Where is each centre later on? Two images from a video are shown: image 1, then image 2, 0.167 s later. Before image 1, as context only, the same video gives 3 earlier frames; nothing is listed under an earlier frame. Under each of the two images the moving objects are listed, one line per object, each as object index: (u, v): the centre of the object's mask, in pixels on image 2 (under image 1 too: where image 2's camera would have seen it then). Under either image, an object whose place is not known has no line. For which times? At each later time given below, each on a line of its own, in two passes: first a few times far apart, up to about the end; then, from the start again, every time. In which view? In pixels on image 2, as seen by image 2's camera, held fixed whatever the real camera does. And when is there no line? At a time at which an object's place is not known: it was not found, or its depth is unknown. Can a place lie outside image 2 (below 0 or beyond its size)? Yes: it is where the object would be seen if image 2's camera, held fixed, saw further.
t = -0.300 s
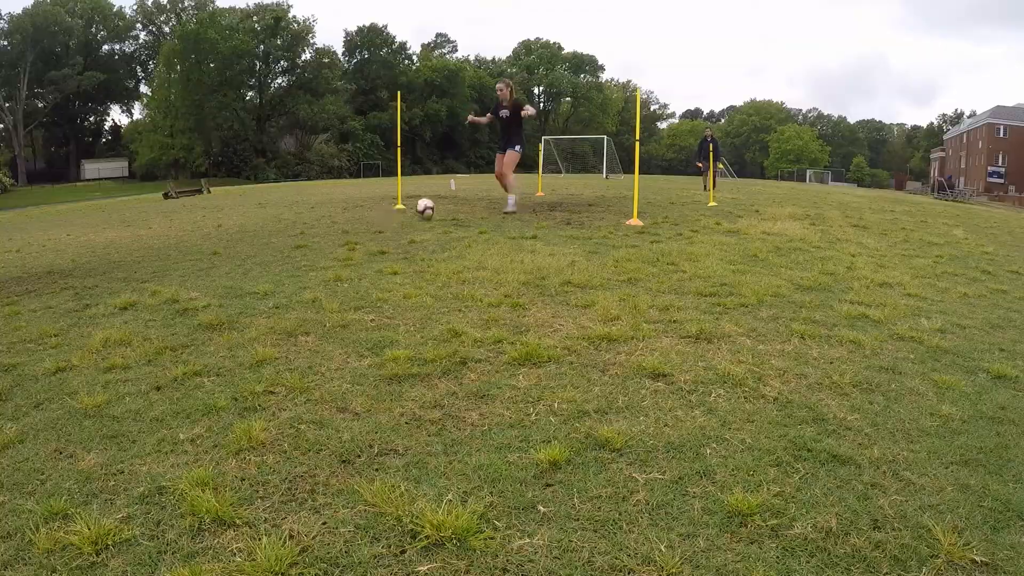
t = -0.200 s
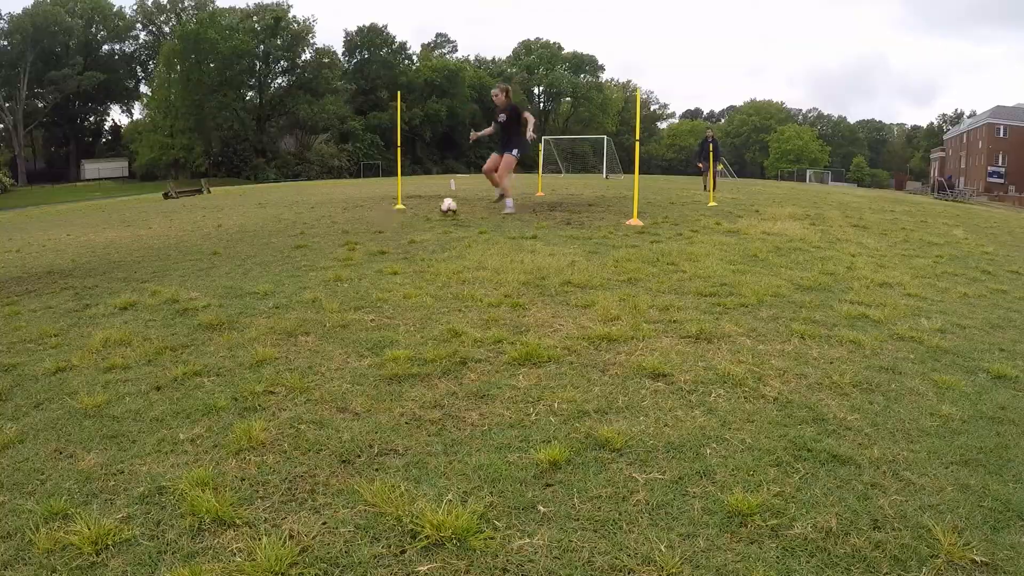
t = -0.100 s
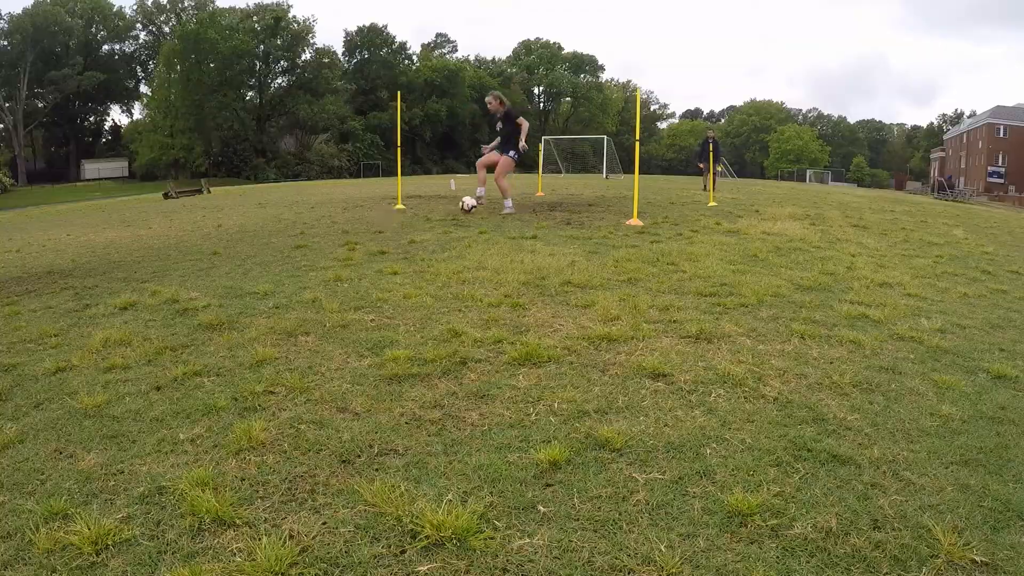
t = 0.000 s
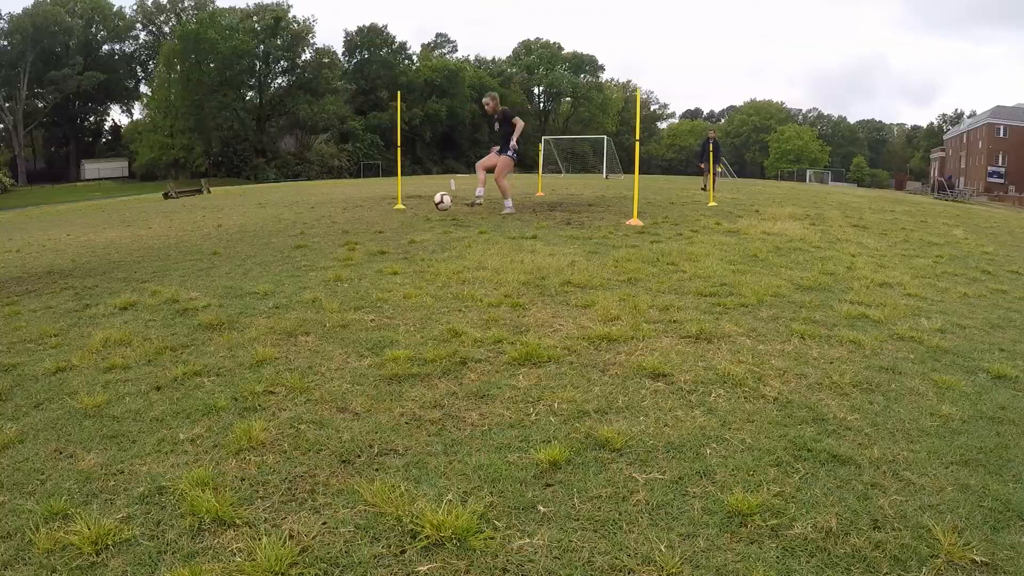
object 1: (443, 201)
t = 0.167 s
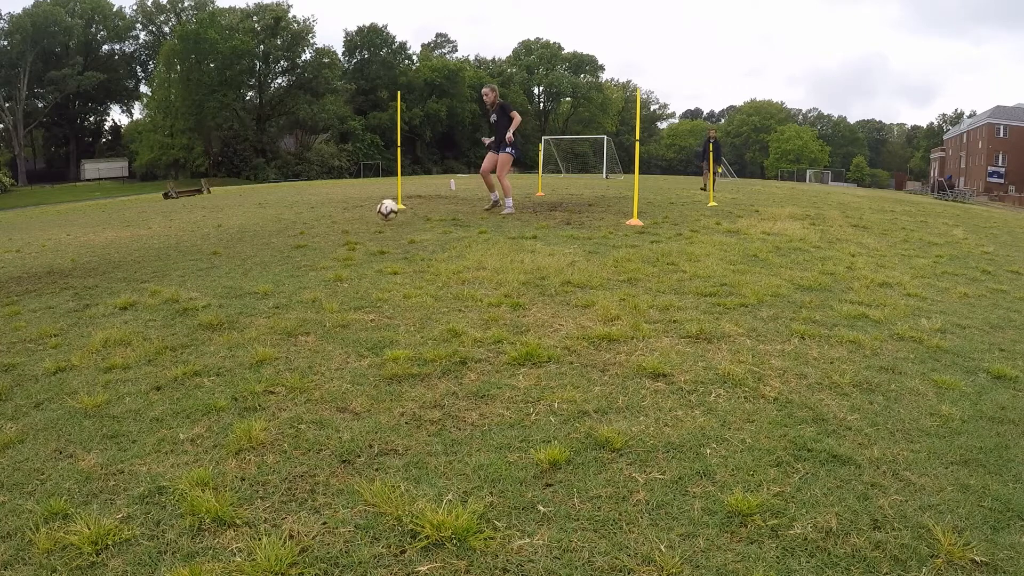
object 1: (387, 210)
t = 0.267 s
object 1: (353, 216)
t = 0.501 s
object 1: (269, 230)
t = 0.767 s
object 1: (149, 248)
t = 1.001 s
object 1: (30, 266)
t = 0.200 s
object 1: (375, 216)
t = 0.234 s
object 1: (363, 217)
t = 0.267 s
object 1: (353, 216)
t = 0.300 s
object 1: (342, 216)
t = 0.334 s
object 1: (331, 217)
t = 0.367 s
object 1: (320, 220)
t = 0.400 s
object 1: (308, 223)
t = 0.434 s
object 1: (295, 227)
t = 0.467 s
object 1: (282, 228)
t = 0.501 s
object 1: (269, 230)
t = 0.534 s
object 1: (256, 232)
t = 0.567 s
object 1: (241, 234)
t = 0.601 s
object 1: (227, 236)
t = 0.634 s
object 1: (212, 238)
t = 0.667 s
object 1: (197, 239)
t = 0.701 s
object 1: (181, 242)
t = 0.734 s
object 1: (166, 246)
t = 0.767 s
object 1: (149, 248)
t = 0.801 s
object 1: (133, 250)
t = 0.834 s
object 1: (116, 254)
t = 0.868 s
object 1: (99, 255)
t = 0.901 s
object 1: (82, 255)
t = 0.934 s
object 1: (65, 257)
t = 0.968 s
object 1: (47, 260)
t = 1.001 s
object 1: (30, 266)
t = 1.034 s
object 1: (14, 272)
